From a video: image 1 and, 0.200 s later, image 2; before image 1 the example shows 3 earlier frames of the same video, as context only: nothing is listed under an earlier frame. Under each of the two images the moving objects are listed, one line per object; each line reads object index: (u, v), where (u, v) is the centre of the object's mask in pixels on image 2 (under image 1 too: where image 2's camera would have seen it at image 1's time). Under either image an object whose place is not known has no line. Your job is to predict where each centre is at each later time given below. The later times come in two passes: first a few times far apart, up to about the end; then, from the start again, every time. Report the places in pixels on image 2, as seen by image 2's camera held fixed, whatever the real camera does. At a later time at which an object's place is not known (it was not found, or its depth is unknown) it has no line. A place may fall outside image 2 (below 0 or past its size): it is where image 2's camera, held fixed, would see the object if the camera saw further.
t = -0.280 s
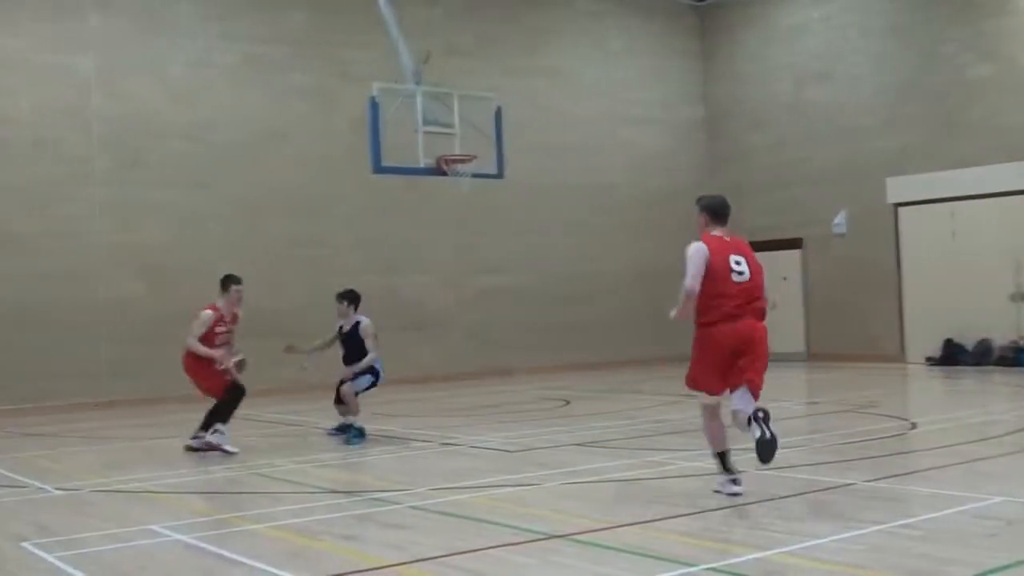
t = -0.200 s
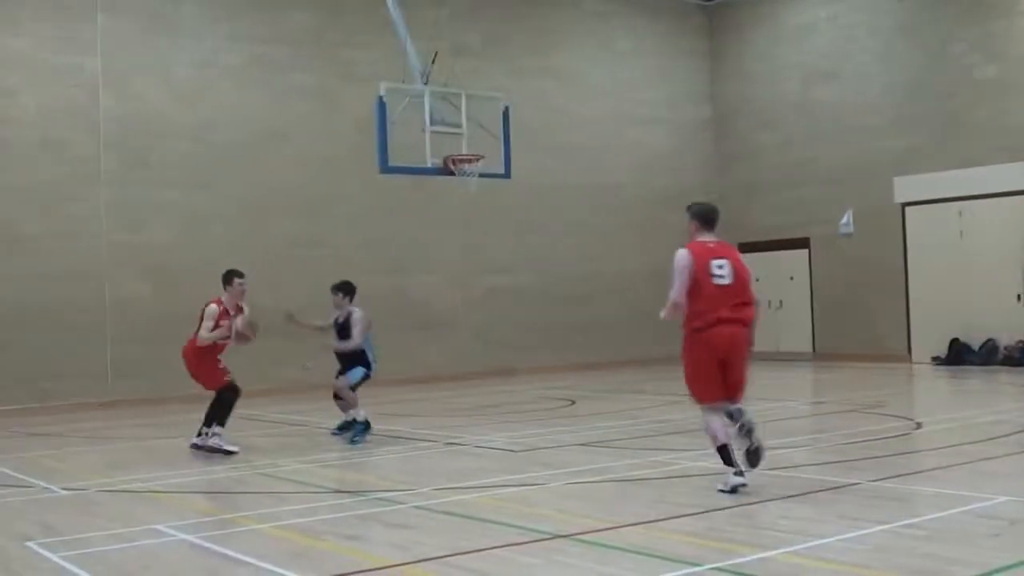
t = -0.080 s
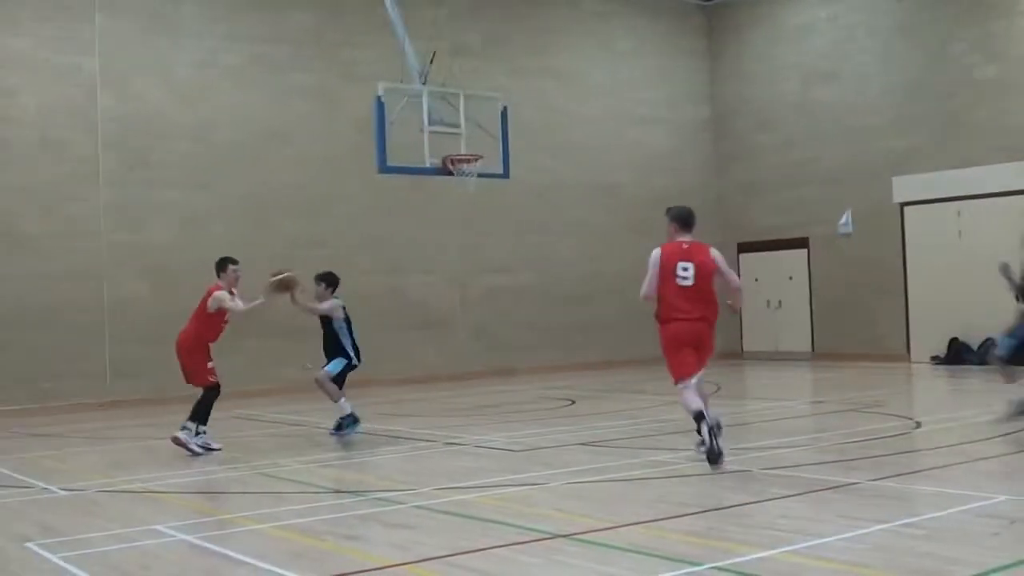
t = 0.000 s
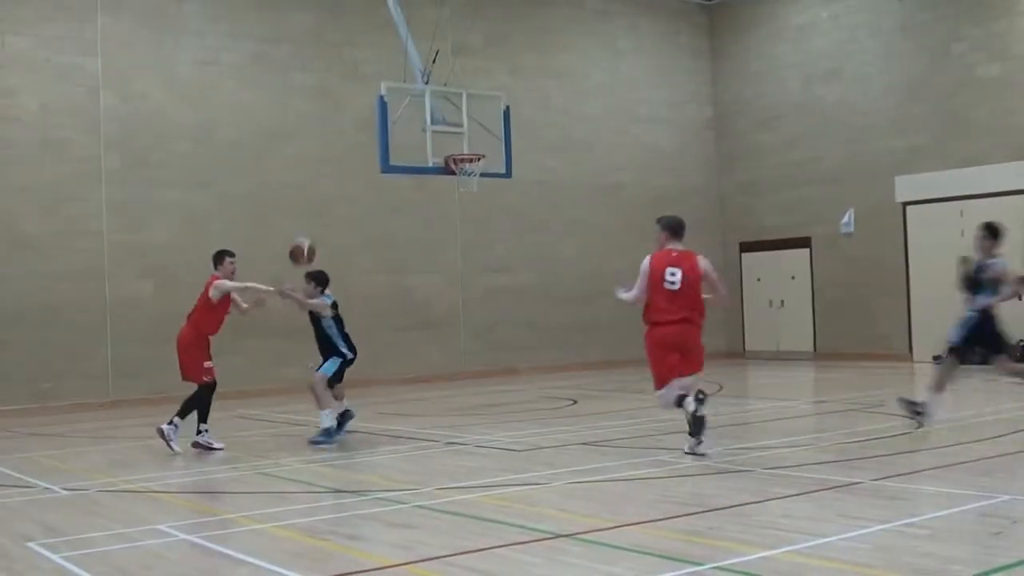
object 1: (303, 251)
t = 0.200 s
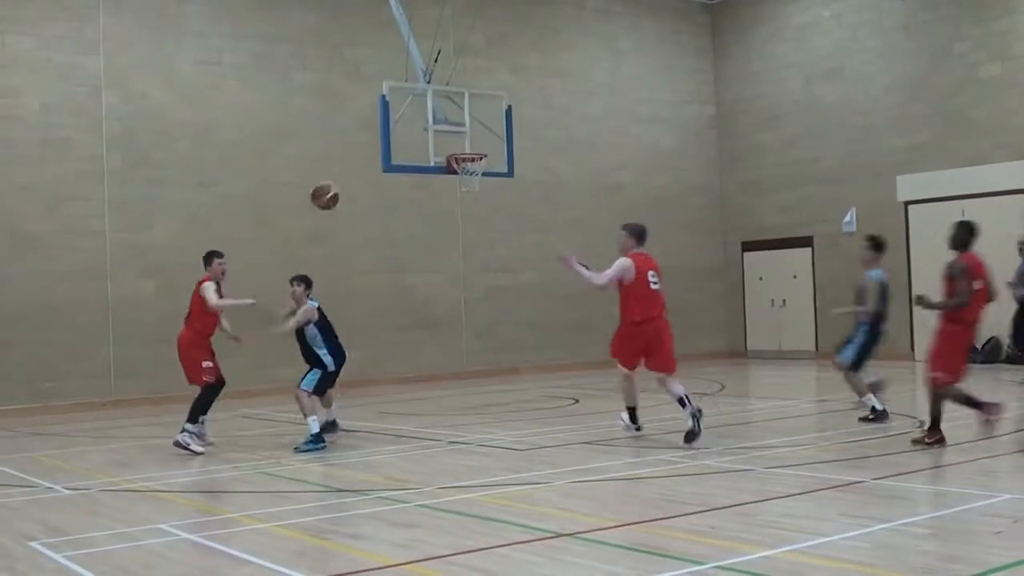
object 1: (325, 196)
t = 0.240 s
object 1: (329, 190)
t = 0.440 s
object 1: (353, 187)
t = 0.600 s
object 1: (375, 222)
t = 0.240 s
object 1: (329, 190)
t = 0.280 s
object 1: (334, 186)
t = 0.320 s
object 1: (339, 185)
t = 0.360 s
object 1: (344, 183)
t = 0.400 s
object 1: (347, 184)
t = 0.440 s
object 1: (353, 187)
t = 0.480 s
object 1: (358, 193)
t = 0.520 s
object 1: (365, 200)
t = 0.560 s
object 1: (370, 210)
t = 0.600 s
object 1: (375, 222)
